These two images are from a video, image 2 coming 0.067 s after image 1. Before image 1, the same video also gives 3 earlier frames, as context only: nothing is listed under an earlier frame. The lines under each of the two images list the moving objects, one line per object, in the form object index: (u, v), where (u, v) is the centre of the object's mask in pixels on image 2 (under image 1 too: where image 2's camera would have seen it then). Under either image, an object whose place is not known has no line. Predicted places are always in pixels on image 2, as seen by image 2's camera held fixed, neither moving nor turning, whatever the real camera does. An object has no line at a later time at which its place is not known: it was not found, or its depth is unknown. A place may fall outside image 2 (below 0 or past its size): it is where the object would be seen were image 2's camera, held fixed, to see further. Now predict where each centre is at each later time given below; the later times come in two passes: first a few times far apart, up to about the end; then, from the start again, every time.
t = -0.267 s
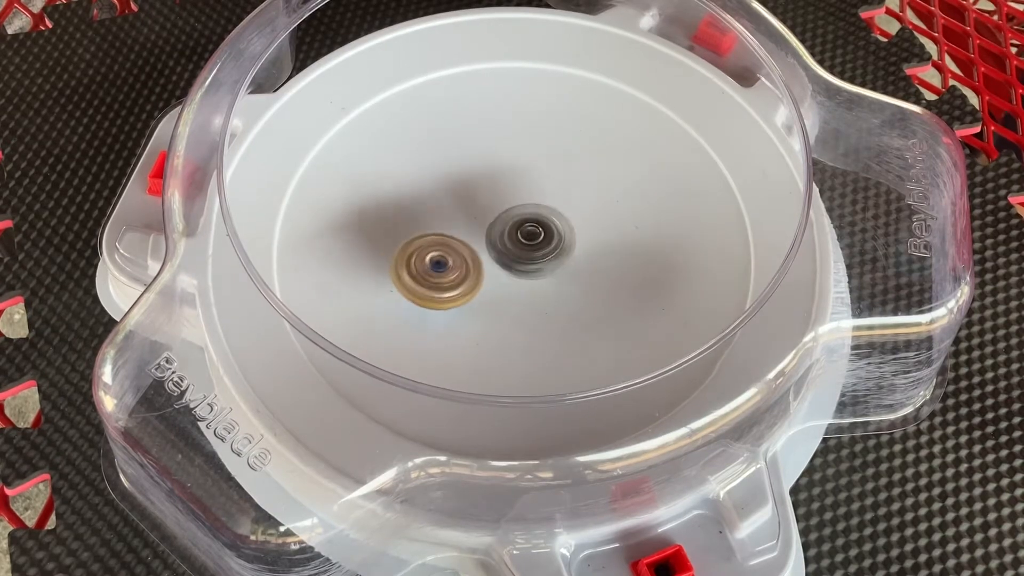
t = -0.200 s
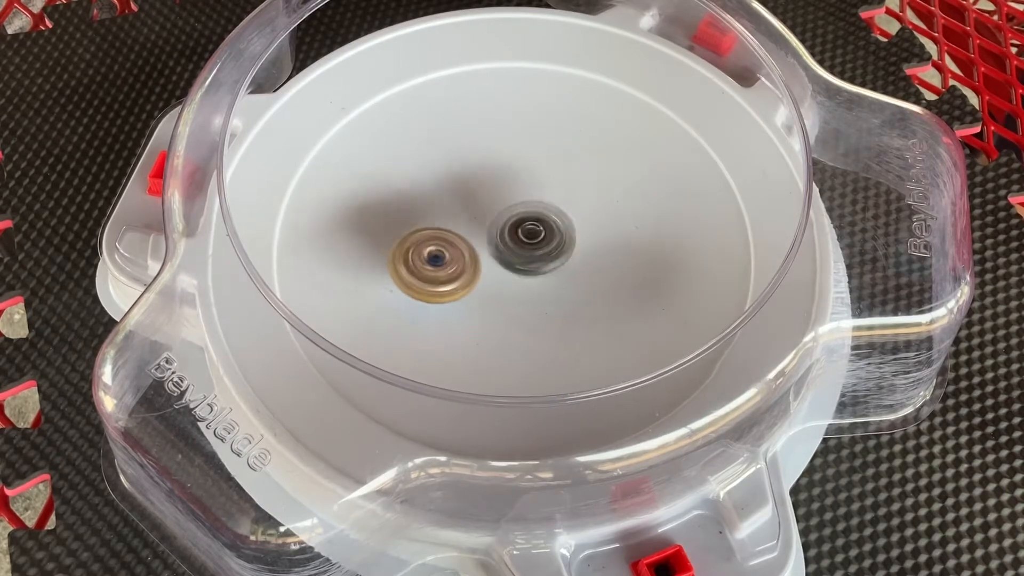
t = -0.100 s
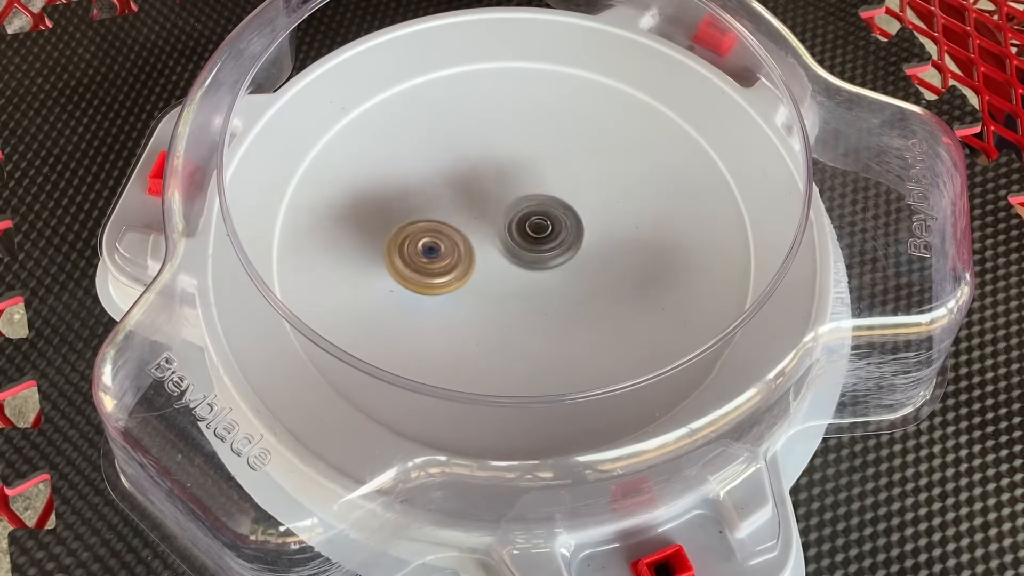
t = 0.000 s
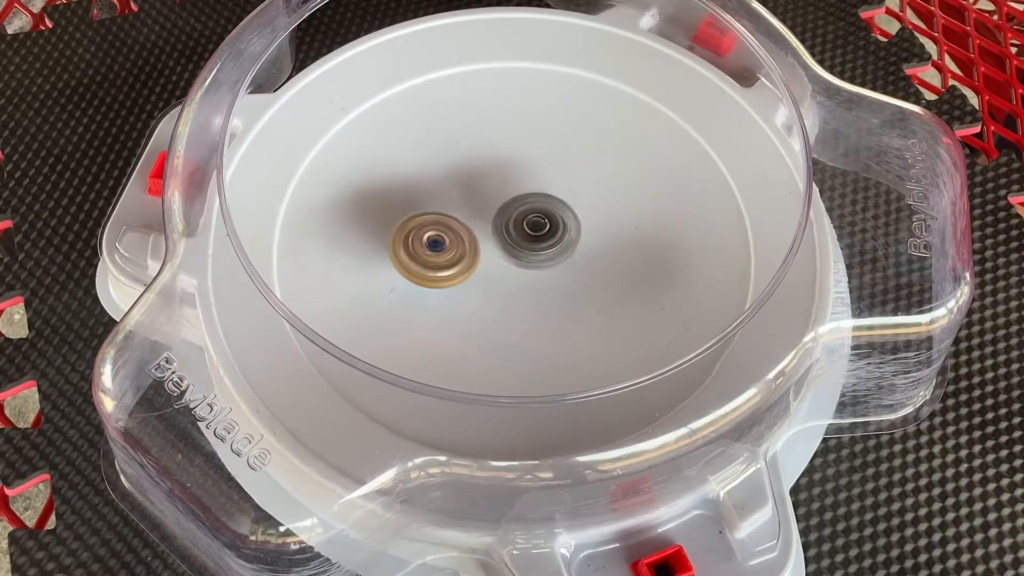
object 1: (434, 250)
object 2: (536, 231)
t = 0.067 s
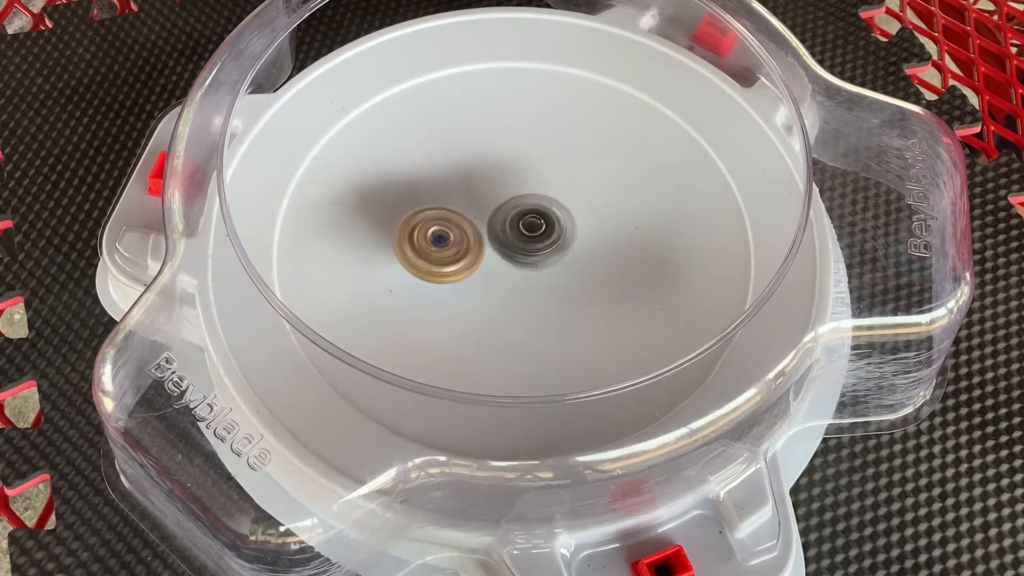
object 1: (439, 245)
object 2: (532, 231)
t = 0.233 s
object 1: (423, 235)
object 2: (567, 227)
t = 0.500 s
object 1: (460, 227)
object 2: (565, 221)
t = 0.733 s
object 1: (463, 209)
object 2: (605, 230)
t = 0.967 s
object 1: (484, 207)
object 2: (596, 227)
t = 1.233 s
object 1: (503, 205)
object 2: (578, 250)
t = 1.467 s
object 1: (512, 205)
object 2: (558, 282)
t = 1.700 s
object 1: (529, 217)
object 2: (529, 301)
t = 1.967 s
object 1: (547, 233)
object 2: (496, 302)
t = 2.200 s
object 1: (555, 247)
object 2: (468, 280)
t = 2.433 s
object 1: (554, 260)
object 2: (448, 257)
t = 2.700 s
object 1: (542, 271)
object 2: (449, 229)
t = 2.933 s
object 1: (525, 278)
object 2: (467, 213)
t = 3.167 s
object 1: (515, 287)
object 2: (495, 197)
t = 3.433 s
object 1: (506, 280)
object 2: (534, 199)
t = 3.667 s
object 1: (491, 268)
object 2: (564, 207)
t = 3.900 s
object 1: (485, 255)
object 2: (580, 222)
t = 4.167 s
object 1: (481, 234)
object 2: (579, 246)
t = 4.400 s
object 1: (482, 225)
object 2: (566, 275)
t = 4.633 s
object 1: (482, 217)
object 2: (547, 297)
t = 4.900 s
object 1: (499, 219)
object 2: (509, 300)
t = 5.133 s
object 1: (528, 221)
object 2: (474, 292)
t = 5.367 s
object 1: (549, 225)
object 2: (457, 267)
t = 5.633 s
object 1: (558, 237)
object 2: (459, 234)
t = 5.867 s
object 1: (558, 254)
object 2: (472, 207)
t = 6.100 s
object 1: (553, 267)
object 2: (498, 195)
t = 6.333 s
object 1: (533, 280)
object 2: (534, 201)
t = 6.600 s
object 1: (509, 291)
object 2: (556, 207)
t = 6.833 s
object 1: (487, 287)
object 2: (567, 231)
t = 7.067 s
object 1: (472, 277)
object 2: (570, 251)
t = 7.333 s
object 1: (463, 250)
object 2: (557, 274)
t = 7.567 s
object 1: (465, 225)
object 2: (537, 286)
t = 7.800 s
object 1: (478, 206)
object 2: (511, 280)
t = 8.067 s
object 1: (507, 196)
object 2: (491, 273)
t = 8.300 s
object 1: (538, 198)
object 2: (478, 258)
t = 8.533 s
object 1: (563, 211)
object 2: (476, 241)
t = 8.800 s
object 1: (575, 238)
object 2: (483, 227)
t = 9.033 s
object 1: (584, 268)
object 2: (478, 216)
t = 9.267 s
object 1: (566, 287)
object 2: (496, 219)
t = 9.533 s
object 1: (528, 304)
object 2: (511, 217)
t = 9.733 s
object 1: (497, 303)
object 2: (521, 224)
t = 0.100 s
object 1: (437, 242)
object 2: (535, 231)
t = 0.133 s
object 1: (428, 239)
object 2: (548, 231)
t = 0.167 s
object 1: (424, 237)
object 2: (557, 230)
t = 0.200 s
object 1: (423, 236)
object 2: (564, 228)
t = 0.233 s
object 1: (423, 235)
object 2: (567, 227)
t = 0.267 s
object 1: (426, 235)
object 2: (569, 225)
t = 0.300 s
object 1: (430, 235)
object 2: (569, 223)
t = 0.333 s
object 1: (434, 235)
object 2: (571, 223)
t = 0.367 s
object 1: (439, 235)
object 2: (573, 222)
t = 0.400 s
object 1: (444, 234)
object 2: (571, 221)
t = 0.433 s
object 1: (450, 232)
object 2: (570, 221)
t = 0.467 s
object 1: (455, 230)
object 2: (568, 221)
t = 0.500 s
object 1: (460, 227)
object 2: (565, 221)
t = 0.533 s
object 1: (466, 225)
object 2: (565, 223)
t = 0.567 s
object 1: (471, 222)
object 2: (565, 224)
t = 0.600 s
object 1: (466, 218)
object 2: (576, 226)
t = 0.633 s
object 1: (461, 214)
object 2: (589, 228)
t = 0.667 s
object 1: (460, 212)
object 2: (595, 229)
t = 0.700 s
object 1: (461, 211)
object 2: (601, 230)
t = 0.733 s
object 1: (463, 209)
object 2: (605, 230)
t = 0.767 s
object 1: (465, 209)
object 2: (607, 229)
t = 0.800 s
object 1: (468, 208)
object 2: (607, 228)
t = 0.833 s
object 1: (470, 208)
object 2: (605, 226)
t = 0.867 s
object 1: (474, 208)
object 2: (603, 226)
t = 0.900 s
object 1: (477, 207)
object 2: (602, 226)
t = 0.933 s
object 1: (481, 207)
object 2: (600, 226)
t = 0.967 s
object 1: (484, 207)
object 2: (596, 227)
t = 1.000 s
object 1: (488, 207)
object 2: (591, 226)
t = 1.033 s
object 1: (493, 207)
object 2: (588, 228)
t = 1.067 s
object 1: (496, 207)
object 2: (584, 230)
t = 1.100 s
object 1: (496, 205)
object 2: (585, 234)
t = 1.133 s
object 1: (497, 205)
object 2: (585, 238)
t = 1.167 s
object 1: (499, 205)
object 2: (581, 242)
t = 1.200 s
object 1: (502, 205)
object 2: (580, 245)
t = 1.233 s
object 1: (503, 205)
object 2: (578, 250)
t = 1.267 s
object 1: (504, 204)
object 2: (577, 254)
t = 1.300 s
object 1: (506, 205)
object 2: (573, 258)
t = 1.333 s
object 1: (508, 206)
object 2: (571, 261)
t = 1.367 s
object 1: (509, 205)
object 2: (568, 267)
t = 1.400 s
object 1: (509, 205)
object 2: (566, 273)
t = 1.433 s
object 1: (510, 205)
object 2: (561, 276)
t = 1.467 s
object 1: (512, 205)
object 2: (558, 282)
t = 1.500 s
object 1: (514, 207)
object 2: (555, 286)
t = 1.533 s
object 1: (516, 208)
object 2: (551, 290)
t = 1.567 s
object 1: (518, 210)
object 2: (546, 291)
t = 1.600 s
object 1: (521, 211)
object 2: (543, 294)
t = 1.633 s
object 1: (523, 213)
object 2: (539, 298)
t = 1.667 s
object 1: (526, 215)
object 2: (535, 300)
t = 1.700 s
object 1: (529, 217)
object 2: (529, 301)
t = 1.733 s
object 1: (531, 219)
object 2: (526, 302)
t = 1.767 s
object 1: (534, 221)
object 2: (521, 304)
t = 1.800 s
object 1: (536, 223)
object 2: (516, 304)
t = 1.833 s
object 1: (539, 224)
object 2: (512, 304)
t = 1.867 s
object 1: (541, 226)
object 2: (509, 305)
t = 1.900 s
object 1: (543, 228)
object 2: (504, 305)
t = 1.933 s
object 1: (545, 230)
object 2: (499, 303)
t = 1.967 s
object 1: (547, 233)
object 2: (496, 302)
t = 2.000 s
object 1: (548, 235)
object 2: (492, 301)
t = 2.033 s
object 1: (550, 237)
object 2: (488, 299)
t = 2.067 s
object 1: (551, 239)
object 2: (484, 295)
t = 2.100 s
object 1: (552, 241)
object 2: (481, 292)
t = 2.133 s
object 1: (553, 243)
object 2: (476, 289)
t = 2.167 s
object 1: (554, 245)
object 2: (472, 285)
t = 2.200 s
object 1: (555, 247)
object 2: (468, 280)
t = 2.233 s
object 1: (555, 248)
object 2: (464, 277)
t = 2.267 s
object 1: (555, 250)
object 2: (459, 274)
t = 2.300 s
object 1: (555, 252)
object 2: (458, 269)
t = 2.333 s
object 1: (555, 254)
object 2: (455, 267)
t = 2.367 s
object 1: (555, 256)
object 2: (449, 265)
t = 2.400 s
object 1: (554, 258)
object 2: (450, 259)
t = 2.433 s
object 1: (554, 260)
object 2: (448, 257)
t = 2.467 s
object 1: (553, 261)
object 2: (444, 254)
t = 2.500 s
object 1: (552, 263)
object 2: (445, 249)
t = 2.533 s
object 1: (550, 264)
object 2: (445, 246)
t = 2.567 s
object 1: (549, 266)
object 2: (441, 243)
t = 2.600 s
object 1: (547, 268)
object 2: (445, 238)
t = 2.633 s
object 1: (545, 269)
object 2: (446, 235)
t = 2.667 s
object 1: (543, 271)
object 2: (444, 232)
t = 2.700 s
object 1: (542, 271)
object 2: (449, 229)
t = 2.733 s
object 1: (540, 273)
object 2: (450, 226)
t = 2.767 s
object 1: (537, 274)
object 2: (450, 222)
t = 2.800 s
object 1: (534, 275)
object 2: (455, 221)
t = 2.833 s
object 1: (532, 276)
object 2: (458, 218)
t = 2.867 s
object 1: (529, 277)
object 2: (459, 216)
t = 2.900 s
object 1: (527, 278)
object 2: (465, 214)
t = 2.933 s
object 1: (525, 278)
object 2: (467, 213)
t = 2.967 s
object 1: (522, 279)
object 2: (471, 211)
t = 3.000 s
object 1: (521, 282)
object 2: (474, 206)
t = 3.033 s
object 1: (520, 284)
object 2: (479, 203)
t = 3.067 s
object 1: (519, 286)
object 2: (481, 201)
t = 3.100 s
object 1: (518, 287)
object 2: (487, 199)
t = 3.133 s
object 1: (517, 287)
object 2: (492, 198)
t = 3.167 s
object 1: (515, 287)
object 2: (495, 197)
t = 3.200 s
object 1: (514, 288)
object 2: (502, 197)
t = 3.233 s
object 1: (513, 287)
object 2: (505, 195)
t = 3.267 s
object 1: (512, 287)
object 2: (511, 196)
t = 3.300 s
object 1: (511, 286)
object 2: (516, 196)
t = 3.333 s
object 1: (510, 284)
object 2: (520, 196)
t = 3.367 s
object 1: (508, 283)
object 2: (526, 197)
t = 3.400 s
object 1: (507, 282)
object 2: (530, 198)
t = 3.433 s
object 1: (506, 280)
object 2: (534, 199)
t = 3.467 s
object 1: (504, 278)
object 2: (539, 201)
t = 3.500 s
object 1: (502, 275)
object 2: (542, 201)
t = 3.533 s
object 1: (501, 274)
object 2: (547, 203)
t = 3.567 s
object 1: (499, 271)
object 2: (552, 205)
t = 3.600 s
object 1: (497, 270)
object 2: (557, 207)
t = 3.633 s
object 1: (493, 269)
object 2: (563, 207)
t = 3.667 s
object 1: (491, 268)
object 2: (564, 207)
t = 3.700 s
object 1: (489, 267)
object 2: (571, 209)
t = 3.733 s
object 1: (488, 265)
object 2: (573, 211)
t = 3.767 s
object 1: (487, 263)
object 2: (576, 212)
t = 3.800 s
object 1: (486, 261)
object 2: (578, 214)
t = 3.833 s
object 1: (486, 259)
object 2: (578, 216)
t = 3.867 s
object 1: (486, 257)
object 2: (581, 219)
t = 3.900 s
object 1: (485, 255)
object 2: (580, 222)
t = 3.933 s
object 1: (485, 253)
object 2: (580, 224)
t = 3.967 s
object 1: (485, 251)
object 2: (580, 228)
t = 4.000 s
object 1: (485, 248)
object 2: (579, 230)
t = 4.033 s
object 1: (485, 246)
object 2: (579, 234)
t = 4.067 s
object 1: (484, 244)
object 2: (576, 236)
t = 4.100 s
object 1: (483, 242)
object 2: (580, 241)
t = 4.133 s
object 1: (481, 242)
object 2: (579, 246)
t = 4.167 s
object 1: (481, 234)
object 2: (579, 246)
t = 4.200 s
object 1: (481, 235)
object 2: (578, 250)
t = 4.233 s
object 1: (481, 235)
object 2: (573, 254)
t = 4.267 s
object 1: (481, 234)
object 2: (574, 259)
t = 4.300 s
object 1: (482, 233)
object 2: (568, 262)
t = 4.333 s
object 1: (484, 233)
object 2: (569, 267)
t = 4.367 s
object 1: (485, 231)
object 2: (563, 268)
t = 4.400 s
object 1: (482, 225)
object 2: (566, 275)
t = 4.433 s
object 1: (481, 224)
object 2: (565, 280)
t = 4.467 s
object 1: (481, 221)
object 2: (563, 285)
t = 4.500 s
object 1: (480, 220)
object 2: (561, 288)
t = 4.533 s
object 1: (480, 219)
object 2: (555, 293)
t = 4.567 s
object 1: (481, 218)
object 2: (555, 293)
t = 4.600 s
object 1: (482, 217)
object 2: (548, 296)
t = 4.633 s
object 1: (482, 217)
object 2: (547, 297)
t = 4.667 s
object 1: (484, 217)
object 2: (540, 298)
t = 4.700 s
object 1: (485, 217)
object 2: (538, 299)
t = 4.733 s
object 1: (486, 217)
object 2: (531, 299)
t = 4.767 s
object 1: (488, 218)
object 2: (529, 301)
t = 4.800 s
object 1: (490, 217)
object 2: (521, 300)
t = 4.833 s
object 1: (493, 218)
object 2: (519, 300)
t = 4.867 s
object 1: (496, 219)
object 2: (512, 300)
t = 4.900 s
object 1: (499, 219)
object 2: (509, 300)
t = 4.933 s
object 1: (503, 220)
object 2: (502, 299)
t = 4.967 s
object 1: (507, 221)
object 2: (499, 298)
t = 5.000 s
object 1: (511, 221)
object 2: (493, 296)
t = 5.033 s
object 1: (516, 221)
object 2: (488, 295)
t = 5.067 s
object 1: (521, 220)
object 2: (482, 295)
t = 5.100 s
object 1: (524, 220)
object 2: (479, 294)
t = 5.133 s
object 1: (528, 221)
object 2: (474, 292)
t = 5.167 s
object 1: (532, 221)
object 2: (471, 289)
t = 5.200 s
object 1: (535, 222)
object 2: (468, 287)
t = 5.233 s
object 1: (539, 222)
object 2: (465, 283)
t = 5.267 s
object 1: (541, 223)
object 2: (462, 280)
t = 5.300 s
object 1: (544, 224)
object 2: (460, 275)
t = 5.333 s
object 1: (547, 224)
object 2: (458, 272)
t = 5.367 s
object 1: (549, 225)
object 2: (457, 267)
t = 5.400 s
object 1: (552, 226)
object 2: (455, 263)
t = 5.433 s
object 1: (553, 227)
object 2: (455, 258)
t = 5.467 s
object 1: (555, 229)
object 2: (454, 254)
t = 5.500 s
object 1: (556, 230)
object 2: (455, 250)
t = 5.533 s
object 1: (557, 232)
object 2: (454, 245)
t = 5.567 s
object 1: (558, 234)
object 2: (457, 242)
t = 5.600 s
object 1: (559, 235)
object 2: (456, 237)
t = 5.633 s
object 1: (558, 237)
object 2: (459, 234)
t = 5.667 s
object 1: (558, 239)
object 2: (460, 229)
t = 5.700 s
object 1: (558, 241)
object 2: (462, 226)
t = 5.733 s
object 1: (557, 243)
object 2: (465, 221)
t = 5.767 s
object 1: (556, 245)
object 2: (467, 219)
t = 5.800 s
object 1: (556, 248)
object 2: (469, 214)
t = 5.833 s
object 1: (557, 252)
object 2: (468, 210)
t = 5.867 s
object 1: (558, 254)
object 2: (472, 207)
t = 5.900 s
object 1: (558, 257)
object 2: (472, 204)
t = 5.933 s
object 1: (558, 259)
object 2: (478, 202)
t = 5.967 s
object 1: (557, 261)
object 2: (481, 200)
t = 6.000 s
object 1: (556, 263)
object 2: (485, 198)
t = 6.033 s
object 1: (555, 265)
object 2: (488, 197)
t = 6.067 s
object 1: (553, 267)
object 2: (493, 196)
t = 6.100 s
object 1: (553, 267)
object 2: (498, 195)
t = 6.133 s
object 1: (550, 271)
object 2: (501, 197)
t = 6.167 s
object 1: (548, 272)
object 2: (507, 197)
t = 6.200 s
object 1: (545, 274)
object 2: (512, 197)
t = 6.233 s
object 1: (543, 276)
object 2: (519, 197)
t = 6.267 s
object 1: (539, 277)
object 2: (523, 198)
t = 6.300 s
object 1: (536, 279)
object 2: (528, 198)
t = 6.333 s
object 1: (533, 280)
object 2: (534, 201)
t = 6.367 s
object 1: (530, 283)
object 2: (536, 201)
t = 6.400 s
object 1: (526, 285)
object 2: (543, 197)
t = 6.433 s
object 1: (523, 287)
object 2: (545, 197)
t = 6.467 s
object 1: (520, 288)
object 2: (549, 196)
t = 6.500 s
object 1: (516, 290)
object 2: (551, 199)
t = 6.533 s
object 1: (514, 290)
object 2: (552, 200)
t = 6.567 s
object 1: (511, 291)
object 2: (556, 204)
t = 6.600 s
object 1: (509, 291)
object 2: (556, 207)
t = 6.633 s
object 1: (505, 291)
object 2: (558, 211)
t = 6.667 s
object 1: (503, 291)
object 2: (559, 214)
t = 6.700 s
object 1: (500, 290)
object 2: (558, 218)
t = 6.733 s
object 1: (499, 289)
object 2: (559, 223)
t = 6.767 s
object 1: (496, 288)
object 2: (559, 227)
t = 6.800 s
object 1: (493, 287)
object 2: (561, 231)
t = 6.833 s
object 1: (487, 287)
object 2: (567, 231)
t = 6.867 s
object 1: (484, 287)
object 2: (568, 231)
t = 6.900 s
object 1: (480, 286)
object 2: (572, 235)
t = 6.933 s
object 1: (478, 284)
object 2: (572, 237)
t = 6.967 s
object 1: (476, 283)
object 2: (572, 241)
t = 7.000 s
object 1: (474, 281)
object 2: (573, 244)
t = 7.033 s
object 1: (473, 279)
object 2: (570, 247)
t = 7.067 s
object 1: (472, 277)
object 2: (570, 251)
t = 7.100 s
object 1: (471, 274)
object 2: (569, 254)
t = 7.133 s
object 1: (470, 271)
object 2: (565, 255)
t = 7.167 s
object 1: (469, 268)
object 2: (564, 260)
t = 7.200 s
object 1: (468, 265)
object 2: (563, 262)
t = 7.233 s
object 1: (466, 261)
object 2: (562, 264)
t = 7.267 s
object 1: (465, 257)
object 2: (563, 268)
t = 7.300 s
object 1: (464, 253)
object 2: (558, 270)
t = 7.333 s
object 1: (463, 250)
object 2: (557, 274)
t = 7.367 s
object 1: (463, 247)
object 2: (554, 275)
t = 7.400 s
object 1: (463, 243)
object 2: (550, 276)
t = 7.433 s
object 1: (463, 240)
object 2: (547, 279)
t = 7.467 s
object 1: (464, 237)
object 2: (543, 279)
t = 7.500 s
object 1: (465, 234)
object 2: (537, 281)
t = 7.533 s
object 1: (464, 229)
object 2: (539, 284)
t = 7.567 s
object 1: (465, 225)
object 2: (537, 286)
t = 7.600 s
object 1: (466, 221)
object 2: (533, 287)
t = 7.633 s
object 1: (467, 218)
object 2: (533, 288)
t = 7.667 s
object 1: (469, 216)
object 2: (529, 287)
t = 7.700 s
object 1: (470, 213)
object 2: (523, 286)
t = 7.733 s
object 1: (472, 210)
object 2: (522, 285)
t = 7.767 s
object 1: (474, 209)
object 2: (516, 283)
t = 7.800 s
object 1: (478, 206)
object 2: (511, 280)
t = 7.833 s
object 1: (481, 206)
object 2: (510, 280)
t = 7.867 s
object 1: (484, 204)
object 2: (508, 281)
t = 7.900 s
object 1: (487, 202)
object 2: (502, 280)
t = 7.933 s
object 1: (491, 199)
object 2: (501, 280)
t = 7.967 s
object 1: (495, 199)
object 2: (500, 279)
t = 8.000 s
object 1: (499, 197)
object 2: (494, 277)
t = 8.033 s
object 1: (503, 196)
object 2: (493, 276)
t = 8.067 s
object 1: (507, 196)
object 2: (491, 273)
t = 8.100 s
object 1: (511, 195)
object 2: (488, 270)
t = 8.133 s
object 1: (516, 196)
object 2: (487, 268)
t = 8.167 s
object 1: (520, 195)
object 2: (485, 264)
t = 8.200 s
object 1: (525, 196)
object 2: (483, 263)
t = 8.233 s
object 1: (529, 196)
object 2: (481, 262)
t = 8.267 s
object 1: (535, 196)
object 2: (479, 260)
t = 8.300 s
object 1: (538, 198)
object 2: (478, 258)
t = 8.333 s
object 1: (543, 198)
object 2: (477, 256)
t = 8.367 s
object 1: (547, 200)
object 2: (478, 254)
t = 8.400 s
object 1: (550, 201)
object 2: (477, 250)
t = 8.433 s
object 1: (554, 204)
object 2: (477, 248)
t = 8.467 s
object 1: (556, 206)
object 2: (479, 246)
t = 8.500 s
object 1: (560, 208)
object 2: (479, 243)
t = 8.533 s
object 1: (563, 211)
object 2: (476, 241)
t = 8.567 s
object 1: (566, 213)
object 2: (476, 239)
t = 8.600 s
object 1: (569, 216)
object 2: (477, 237)
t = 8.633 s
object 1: (570, 220)
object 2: (477, 235)
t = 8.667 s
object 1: (572, 223)
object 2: (477, 233)
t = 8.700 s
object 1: (573, 227)
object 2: (480, 233)
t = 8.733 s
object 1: (573, 230)
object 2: (481, 231)
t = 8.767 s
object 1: (575, 234)
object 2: (482, 229)
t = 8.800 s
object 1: (575, 238)
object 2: (483, 227)
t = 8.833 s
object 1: (576, 242)
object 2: (486, 226)
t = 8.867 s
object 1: (578, 247)
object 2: (484, 223)
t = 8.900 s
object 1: (582, 252)
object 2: (478, 221)
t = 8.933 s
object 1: (583, 256)
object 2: (477, 218)
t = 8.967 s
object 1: (584, 260)
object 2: (478, 218)
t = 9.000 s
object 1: (585, 263)
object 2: (479, 217)
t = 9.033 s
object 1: (584, 268)
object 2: (478, 216)
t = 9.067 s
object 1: (583, 271)
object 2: (481, 216)
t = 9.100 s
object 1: (582, 274)
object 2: (483, 217)
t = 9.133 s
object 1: (579, 277)
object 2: (486, 217)
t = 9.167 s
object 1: (577, 280)
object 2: (486, 217)
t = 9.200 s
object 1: (574, 282)
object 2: (490, 217)
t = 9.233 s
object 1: (570, 285)
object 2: (494, 218)
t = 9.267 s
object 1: (566, 287)
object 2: (496, 219)
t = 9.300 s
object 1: (562, 289)
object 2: (497, 220)
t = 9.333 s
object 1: (556, 291)
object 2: (503, 222)
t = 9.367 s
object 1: (551, 293)
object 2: (506, 222)
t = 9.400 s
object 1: (547, 297)
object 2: (506, 218)
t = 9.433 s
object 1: (543, 299)
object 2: (507, 217)
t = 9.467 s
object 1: (537, 301)
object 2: (508, 216)
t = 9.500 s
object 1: (533, 302)
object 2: (510, 218)
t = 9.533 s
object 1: (528, 304)
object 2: (511, 217)
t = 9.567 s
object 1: (522, 304)
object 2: (512, 218)
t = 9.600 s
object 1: (518, 304)
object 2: (513, 219)
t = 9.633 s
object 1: (513, 304)
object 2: (516, 222)
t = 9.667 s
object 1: (507, 303)
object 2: (517, 223)
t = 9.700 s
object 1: (503, 302)
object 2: (519, 224)
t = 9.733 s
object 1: (497, 303)
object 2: (521, 224)
